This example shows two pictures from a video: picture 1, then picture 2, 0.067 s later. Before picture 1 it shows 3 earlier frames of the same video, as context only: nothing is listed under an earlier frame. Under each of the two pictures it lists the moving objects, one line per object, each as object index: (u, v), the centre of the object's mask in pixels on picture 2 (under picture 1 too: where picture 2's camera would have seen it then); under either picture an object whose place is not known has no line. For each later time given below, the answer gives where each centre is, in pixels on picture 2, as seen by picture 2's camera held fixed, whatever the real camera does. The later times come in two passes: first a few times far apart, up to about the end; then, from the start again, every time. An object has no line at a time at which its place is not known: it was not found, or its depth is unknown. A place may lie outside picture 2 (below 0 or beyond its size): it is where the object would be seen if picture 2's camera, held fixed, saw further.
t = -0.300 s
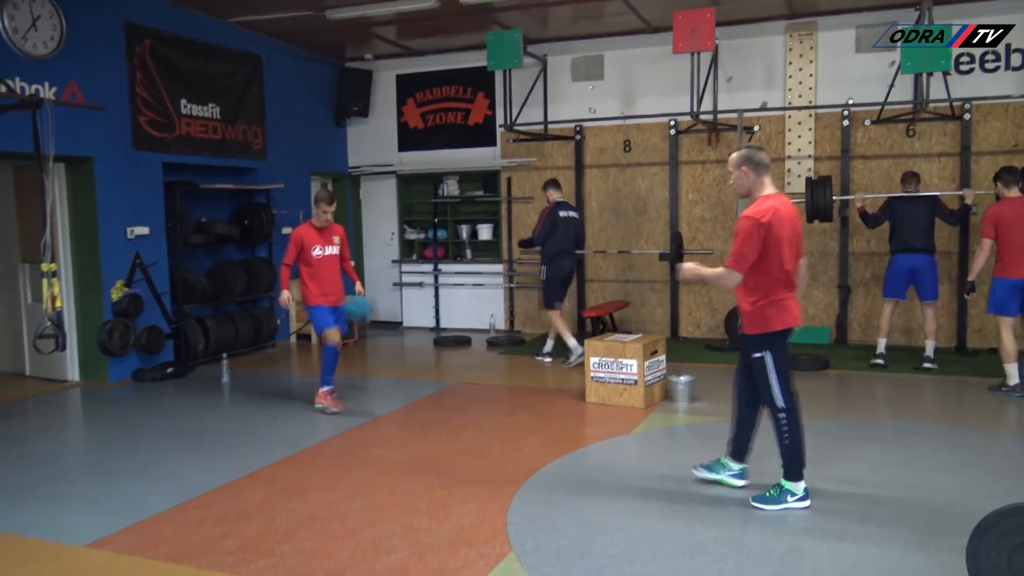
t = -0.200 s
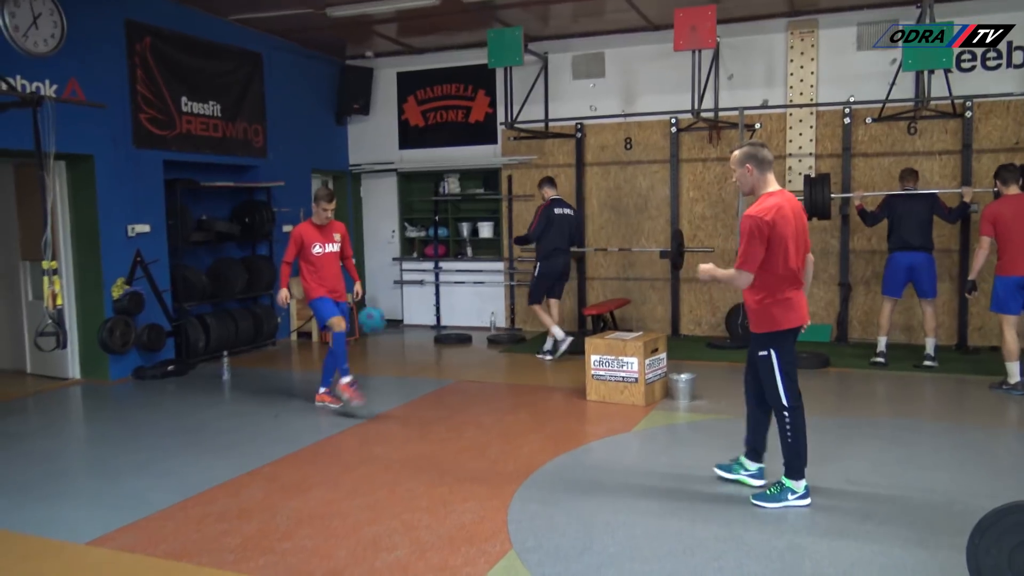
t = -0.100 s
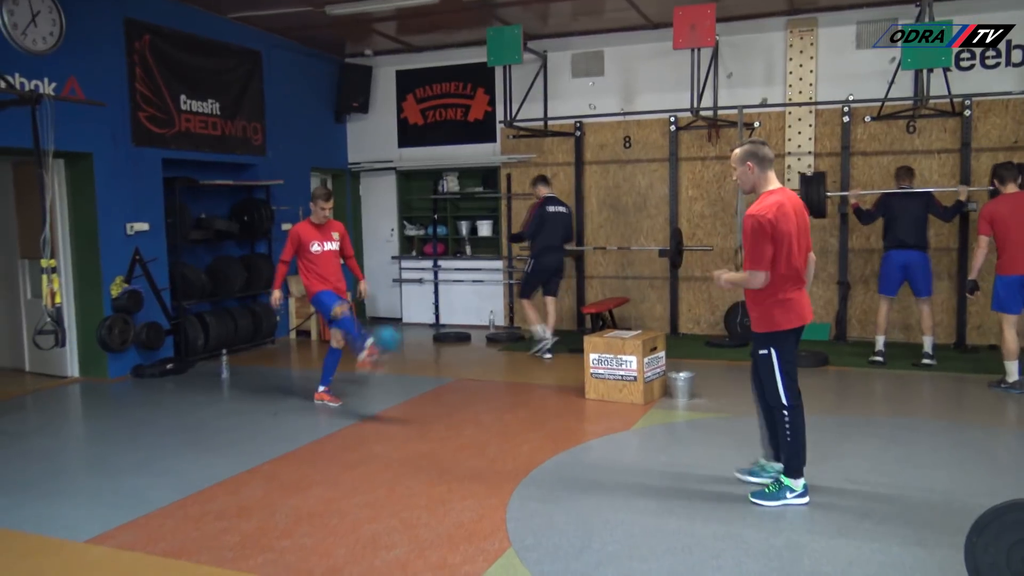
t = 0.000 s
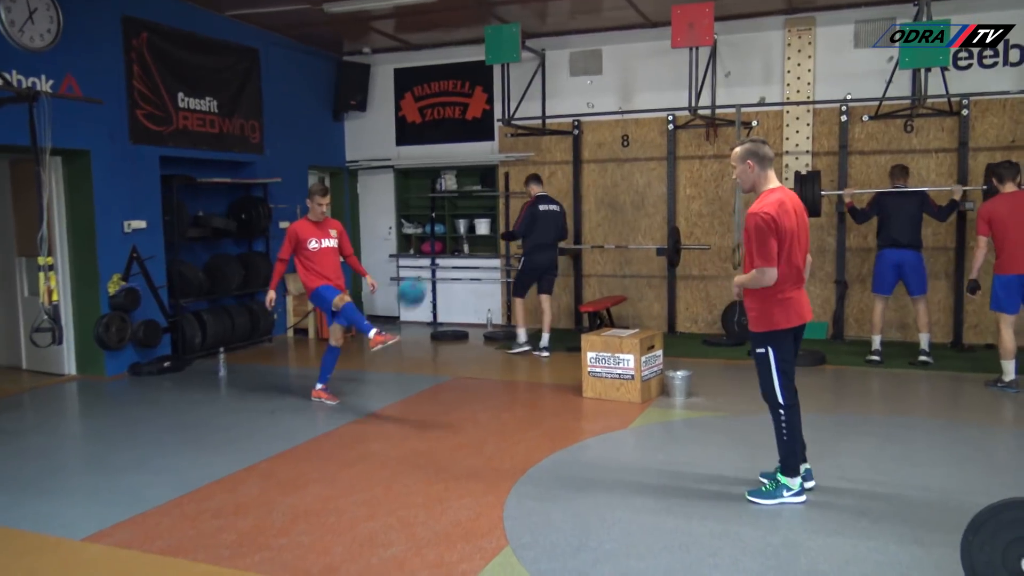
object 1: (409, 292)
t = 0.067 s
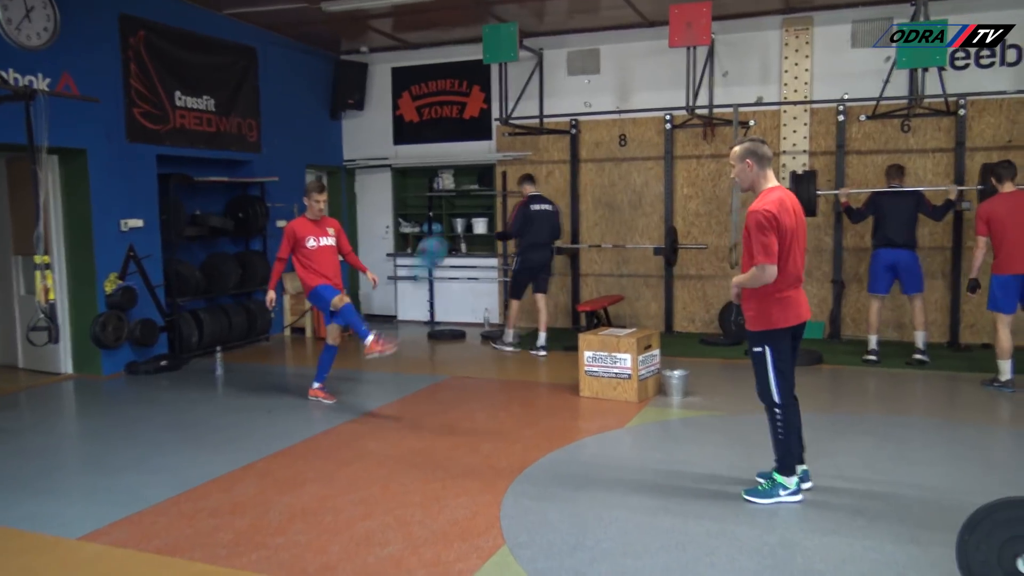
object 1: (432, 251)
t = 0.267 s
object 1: (496, 183)
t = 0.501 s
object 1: (588, 176)
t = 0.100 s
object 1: (440, 238)
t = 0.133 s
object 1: (445, 234)
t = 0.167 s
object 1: (457, 218)
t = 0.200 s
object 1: (471, 203)
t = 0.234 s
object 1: (483, 193)
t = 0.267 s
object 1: (496, 183)
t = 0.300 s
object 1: (507, 178)
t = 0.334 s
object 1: (519, 174)
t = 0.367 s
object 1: (533, 170)
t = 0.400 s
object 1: (544, 169)
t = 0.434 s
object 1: (561, 169)
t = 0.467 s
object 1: (577, 173)
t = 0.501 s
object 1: (588, 176)
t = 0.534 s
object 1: (604, 184)
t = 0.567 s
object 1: (622, 193)
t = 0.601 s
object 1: (633, 202)
